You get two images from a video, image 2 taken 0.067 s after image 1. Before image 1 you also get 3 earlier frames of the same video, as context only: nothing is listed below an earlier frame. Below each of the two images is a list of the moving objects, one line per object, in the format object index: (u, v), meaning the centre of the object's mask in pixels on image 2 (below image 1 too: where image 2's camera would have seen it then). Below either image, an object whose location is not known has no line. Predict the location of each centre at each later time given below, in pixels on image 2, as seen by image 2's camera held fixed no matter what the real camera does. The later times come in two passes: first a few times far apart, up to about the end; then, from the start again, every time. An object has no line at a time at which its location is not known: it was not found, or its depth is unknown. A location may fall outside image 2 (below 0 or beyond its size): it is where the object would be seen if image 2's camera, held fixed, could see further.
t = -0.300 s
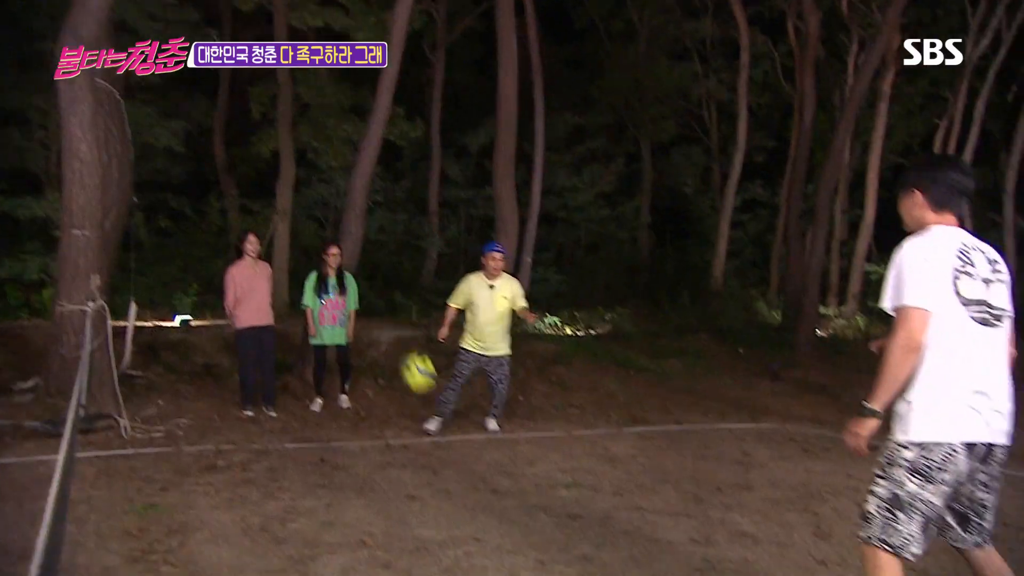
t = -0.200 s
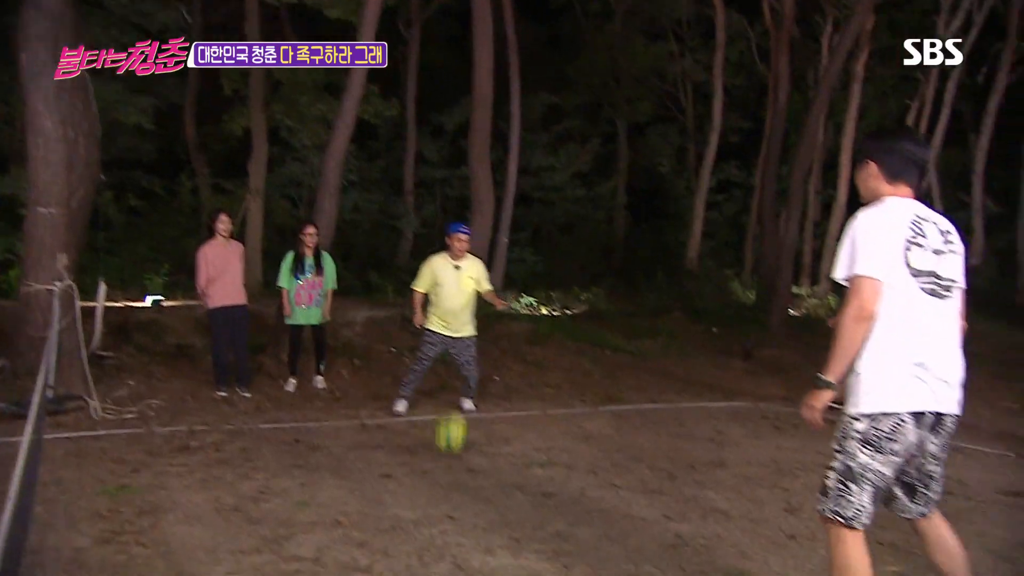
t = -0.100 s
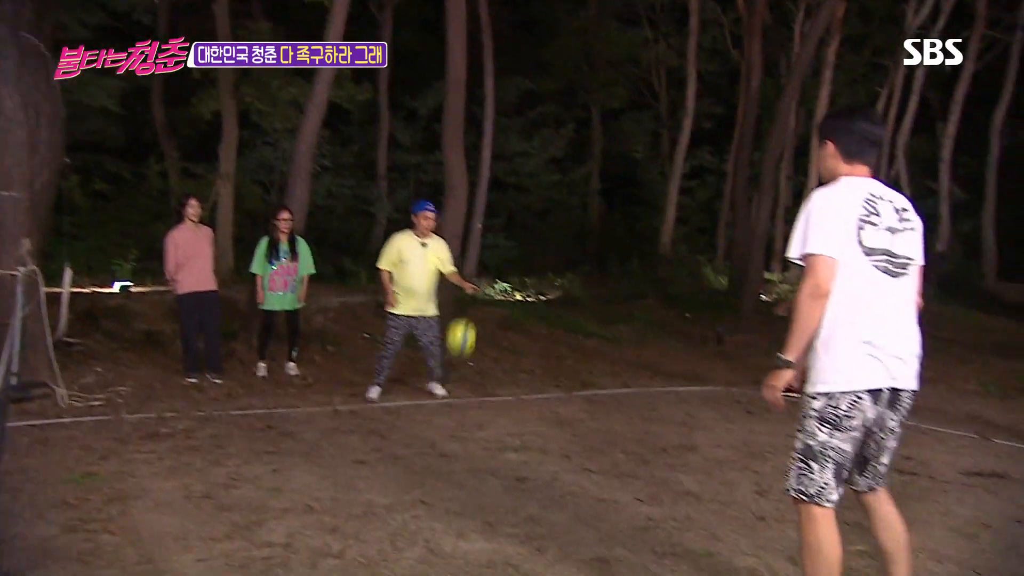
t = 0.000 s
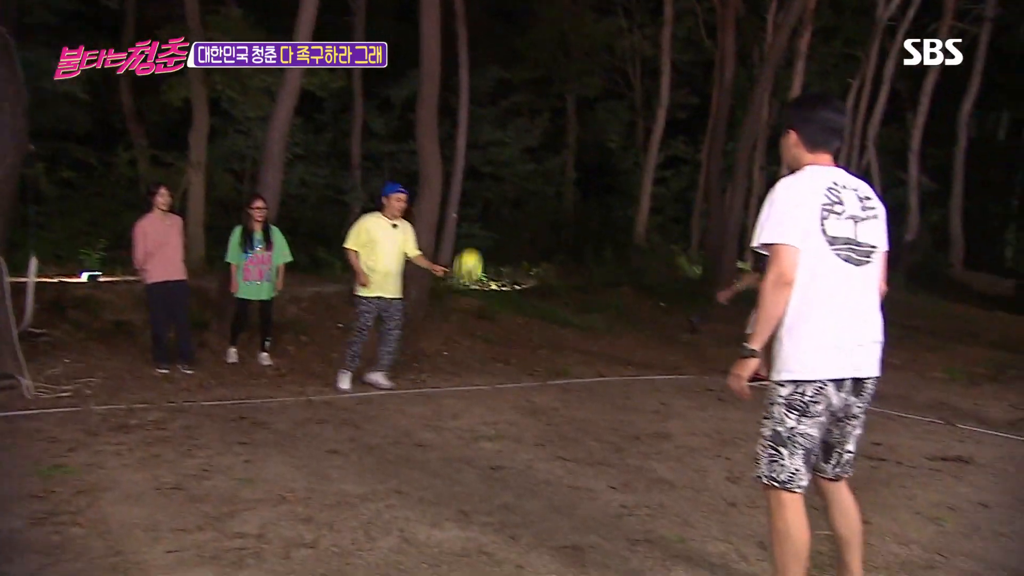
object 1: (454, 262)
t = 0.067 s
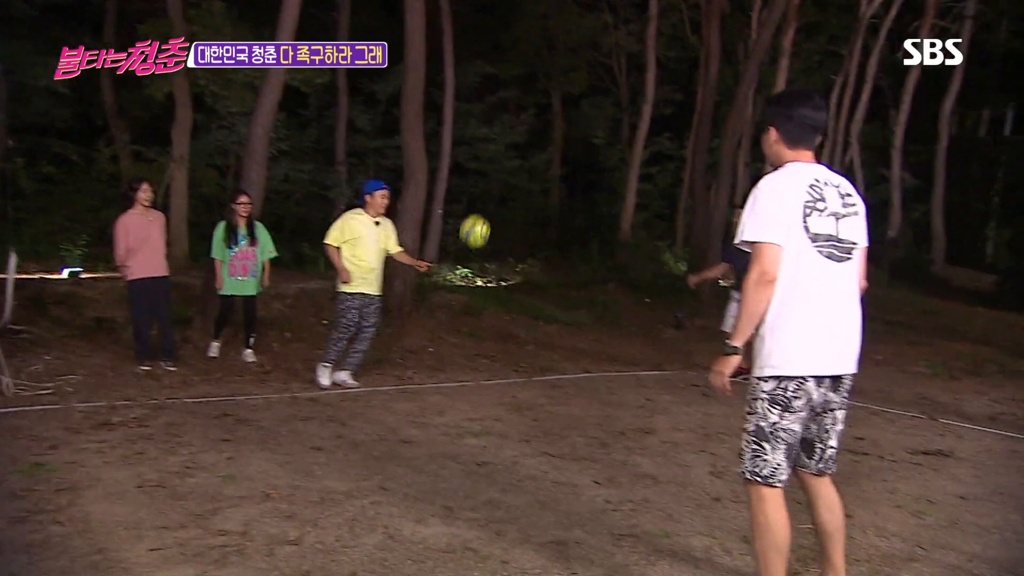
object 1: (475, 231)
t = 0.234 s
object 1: (523, 186)
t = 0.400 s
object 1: (568, 180)
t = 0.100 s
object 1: (485, 218)
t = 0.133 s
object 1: (495, 208)
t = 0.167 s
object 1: (505, 199)
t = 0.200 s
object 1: (514, 191)
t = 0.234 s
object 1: (523, 186)
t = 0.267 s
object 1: (532, 182)
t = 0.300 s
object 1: (541, 179)
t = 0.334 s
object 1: (550, 177)
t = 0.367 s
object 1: (559, 178)
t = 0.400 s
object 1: (568, 180)
